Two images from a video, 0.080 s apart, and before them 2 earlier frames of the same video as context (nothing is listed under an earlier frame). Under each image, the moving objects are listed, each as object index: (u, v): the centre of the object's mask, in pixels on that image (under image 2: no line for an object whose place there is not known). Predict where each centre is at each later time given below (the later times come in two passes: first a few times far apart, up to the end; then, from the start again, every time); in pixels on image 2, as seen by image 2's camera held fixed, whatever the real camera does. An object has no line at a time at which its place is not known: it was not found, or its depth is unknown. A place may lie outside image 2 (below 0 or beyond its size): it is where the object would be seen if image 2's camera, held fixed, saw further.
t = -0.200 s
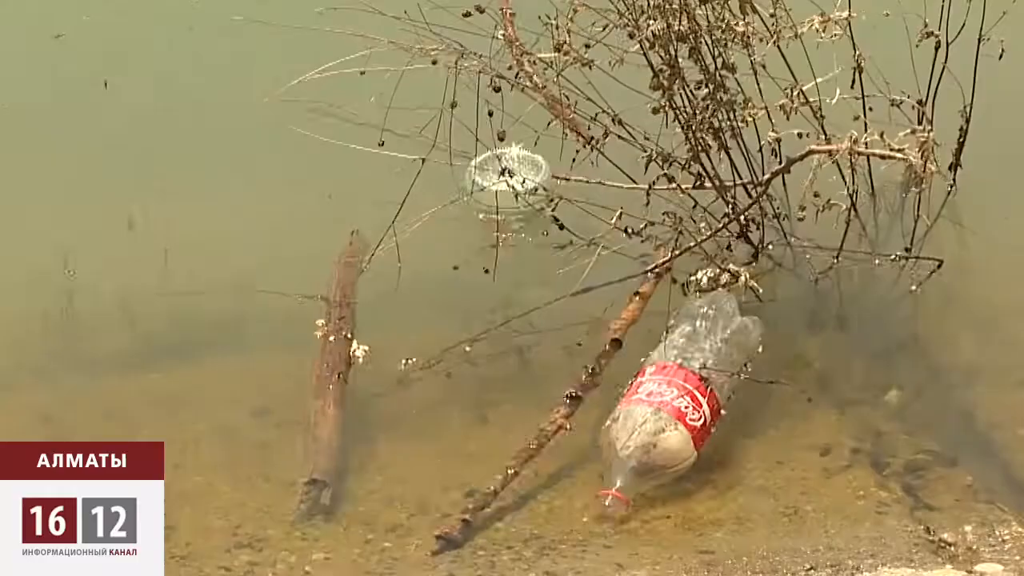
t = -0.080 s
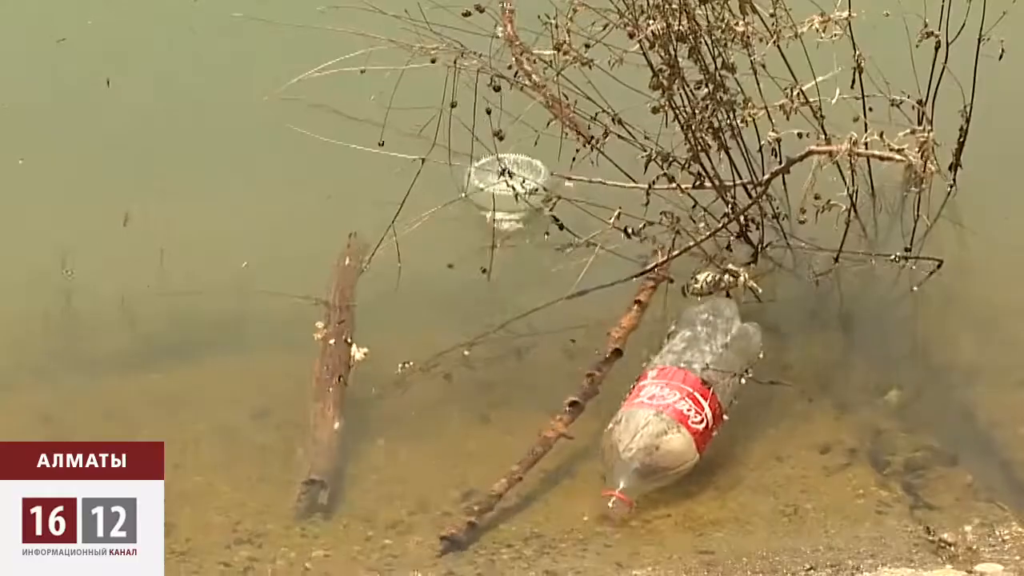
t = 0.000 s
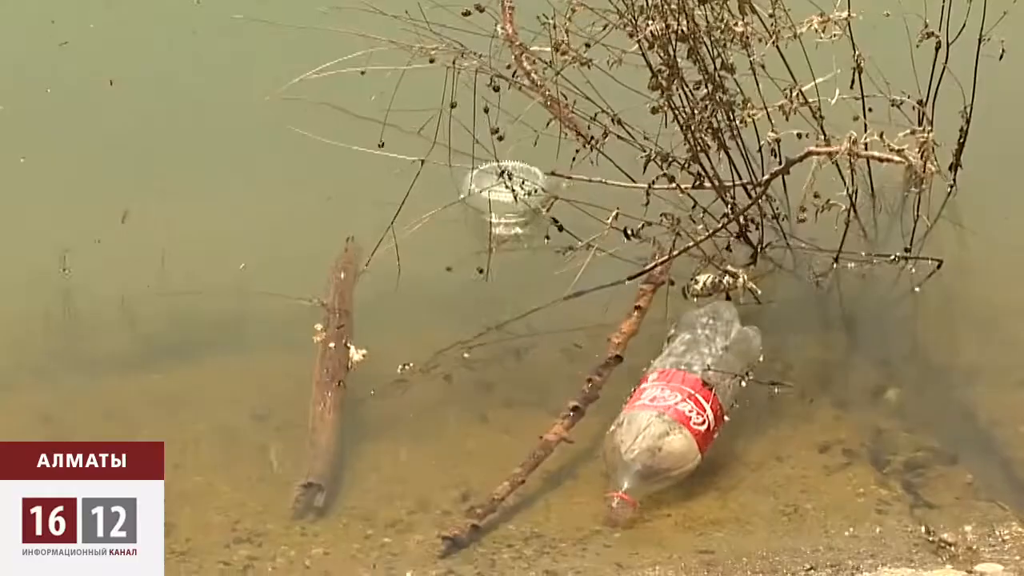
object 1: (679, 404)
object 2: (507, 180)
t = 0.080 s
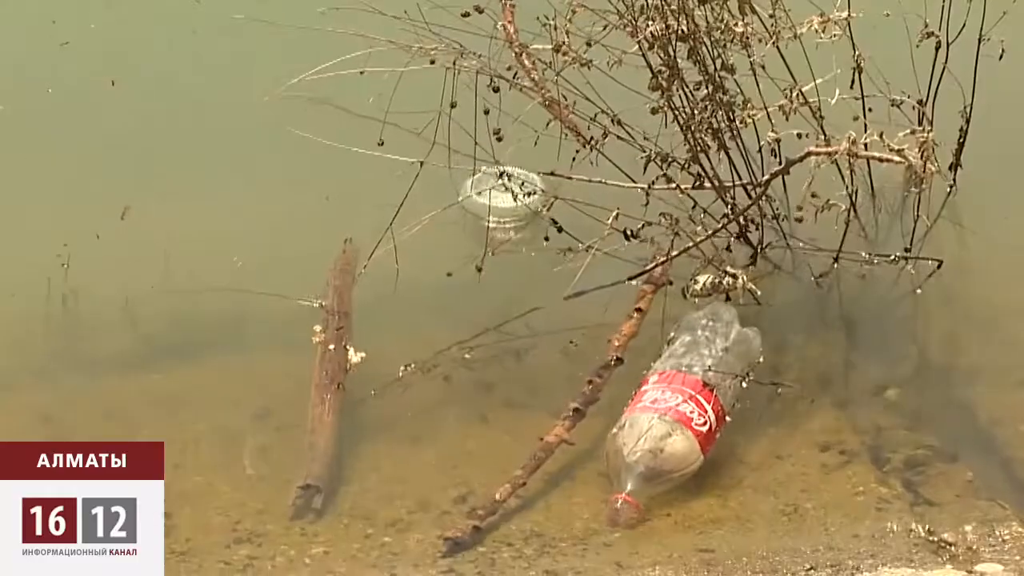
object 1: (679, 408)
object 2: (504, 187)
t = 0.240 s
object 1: (678, 408)
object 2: (504, 192)
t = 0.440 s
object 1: (676, 404)
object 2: (511, 185)
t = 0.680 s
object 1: (672, 400)
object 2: (508, 192)
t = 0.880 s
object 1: (673, 407)
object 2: (503, 197)
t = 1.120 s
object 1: (674, 413)
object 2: (506, 182)
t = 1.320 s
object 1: (675, 410)
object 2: (500, 177)
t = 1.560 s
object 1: (674, 409)
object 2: (500, 200)
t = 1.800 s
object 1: (667, 408)
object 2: (508, 187)
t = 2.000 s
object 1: (668, 407)
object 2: (516, 187)
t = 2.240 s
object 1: (673, 410)
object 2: (508, 210)
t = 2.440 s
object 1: (674, 411)
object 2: (503, 202)
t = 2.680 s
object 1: (671, 409)
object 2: (502, 174)
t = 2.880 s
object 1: (673, 399)
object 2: (499, 186)
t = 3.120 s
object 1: (676, 406)
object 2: (503, 205)
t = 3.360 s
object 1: (674, 409)
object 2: (515, 186)
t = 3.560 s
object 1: (677, 400)
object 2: (512, 204)
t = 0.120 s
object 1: (679, 409)
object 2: (504, 189)
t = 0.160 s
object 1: (679, 409)
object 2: (504, 190)
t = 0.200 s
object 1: (679, 408)
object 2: (504, 192)
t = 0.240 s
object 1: (678, 408)
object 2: (504, 192)
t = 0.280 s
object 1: (678, 408)
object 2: (505, 191)
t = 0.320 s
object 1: (678, 407)
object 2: (505, 190)
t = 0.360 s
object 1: (677, 406)
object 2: (509, 189)
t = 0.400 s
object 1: (677, 405)
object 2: (511, 187)
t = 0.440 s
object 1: (676, 404)
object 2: (511, 185)
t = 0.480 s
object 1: (675, 403)
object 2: (510, 191)
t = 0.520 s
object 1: (674, 402)
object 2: (511, 190)
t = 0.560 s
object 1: (674, 401)
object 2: (511, 190)
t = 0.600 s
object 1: (673, 400)
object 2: (511, 190)
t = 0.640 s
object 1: (672, 400)
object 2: (509, 191)
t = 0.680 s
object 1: (672, 400)
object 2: (508, 192)
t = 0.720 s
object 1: (672, 401)
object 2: (506, 193)
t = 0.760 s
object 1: (673, 402)
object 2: (506, 194)
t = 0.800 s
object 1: (673, 402)
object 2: (504, 196)
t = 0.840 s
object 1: (673, 405)
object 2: (504, 197)
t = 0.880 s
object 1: (673, 407)
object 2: (503, 197)
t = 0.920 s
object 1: (673, 409)
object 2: (503, 197)
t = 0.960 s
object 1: (674, 410)
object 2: (503, 197)
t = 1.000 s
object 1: (674, 410)
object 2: (503, 196)
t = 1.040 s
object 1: (674, 412)
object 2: (504, 196)
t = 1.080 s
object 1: (674, 413)
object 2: (507, 185)
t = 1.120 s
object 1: (674, 413)
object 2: (506, 182)
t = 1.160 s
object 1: (674, 412)
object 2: (504, 178)
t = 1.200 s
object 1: (674, 413)
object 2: (504, 176)
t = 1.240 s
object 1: (674, 412)
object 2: (503, 176)
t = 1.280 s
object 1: (674, 412)
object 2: (502, 176)
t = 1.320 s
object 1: (675, 410)
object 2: (500, 177)
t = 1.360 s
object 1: (675, 409)
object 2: (499, 179)
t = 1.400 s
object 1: (676, 408)
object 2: (498, 182)
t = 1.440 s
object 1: (676, 408)
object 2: (497, 185)
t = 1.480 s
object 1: (675, 408)
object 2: (500, 189)
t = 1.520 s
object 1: (675, 408)
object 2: (500, 193)
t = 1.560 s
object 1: (674, 409)
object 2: (500, 200)
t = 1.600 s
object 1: (674, 408)
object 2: (502, 201)
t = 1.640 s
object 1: (672, 408)
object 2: (502, 200)
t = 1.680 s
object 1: (671, 408)
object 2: (506, 198)
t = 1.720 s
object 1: (670, 408)
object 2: (504, 197)
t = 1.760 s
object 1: (668, 408)
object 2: (506, 190)
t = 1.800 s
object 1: (667, 408)
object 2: (508, 187)
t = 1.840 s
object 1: (666, 408)
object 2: (510, 186)
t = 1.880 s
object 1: (665, 409)
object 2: (512, 185)
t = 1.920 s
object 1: (665, 409)
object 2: (513, 185)
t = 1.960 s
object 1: (666, 409)
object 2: (515, 185)
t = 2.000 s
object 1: (668, 407)
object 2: (516, 187)
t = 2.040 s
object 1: (669, 409)
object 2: (516, 190)
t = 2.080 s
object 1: (671, 407)
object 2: (514, 200)
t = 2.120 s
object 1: (671, 408)
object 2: (514, 197)
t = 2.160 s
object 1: (672, 410)
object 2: (513, 201)
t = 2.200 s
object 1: (673, 410)
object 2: (509, 208)
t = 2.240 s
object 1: (673, 410)
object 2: (508, 210)
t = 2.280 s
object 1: (674, 410)
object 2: (506, 210)
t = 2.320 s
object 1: (674, 409)
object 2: (505, 209)
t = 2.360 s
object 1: (674, 411)
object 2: (504, 207)
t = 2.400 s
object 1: (674, 411)
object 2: (503, 204)
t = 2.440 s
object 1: (674, 411)
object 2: (503, 202)
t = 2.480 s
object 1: (674, 412)
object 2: (503, 195)
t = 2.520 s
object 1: (673, 413)
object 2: (503, 190)
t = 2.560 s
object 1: (672, 413)
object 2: (501, 183)
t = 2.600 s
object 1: (671, 413)
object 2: (502, 179)
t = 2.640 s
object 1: (671, 412)
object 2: (502, 176)
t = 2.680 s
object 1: (671, 409)
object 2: (502, 174)
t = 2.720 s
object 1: (671, 407)
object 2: (503, 174)
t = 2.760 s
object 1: (671, 404)
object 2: (502, 176)
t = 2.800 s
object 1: (672, 401)
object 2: (500, 178)
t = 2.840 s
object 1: (673, 400)
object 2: (504, 182)
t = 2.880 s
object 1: (673, 399)
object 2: (499, 186)
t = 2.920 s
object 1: (674, 399)
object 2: (499, 192)
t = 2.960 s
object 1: (675, 400)
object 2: (502, 196)
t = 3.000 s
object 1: (676, 401)
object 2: (505, 199)
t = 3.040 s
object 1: (677, 402)
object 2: (506, 200)
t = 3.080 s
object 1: (677, 404)
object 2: (502, 205)
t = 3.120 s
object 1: (676, 406)
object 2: (503, 205)
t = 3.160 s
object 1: (676, 406)
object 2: (508, 200)
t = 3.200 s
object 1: (676, 408)
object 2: (509, 204)
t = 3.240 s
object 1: (675, 408)
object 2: (510, 201)
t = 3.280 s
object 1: (675, 408)
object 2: (513, 192)
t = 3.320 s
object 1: (674, 408)
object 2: (515, 188)
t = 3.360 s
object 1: (674, 409)
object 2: (515, 186)
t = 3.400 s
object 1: (674, 408)
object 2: (515, 186)
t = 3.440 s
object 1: (675, 406)
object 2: (515, 187)
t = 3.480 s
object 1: (675, 404)
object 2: (514, 189)
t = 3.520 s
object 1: (677, 402)
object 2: (515, 193)
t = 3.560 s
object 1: (677, 400)
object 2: (512, 204)
